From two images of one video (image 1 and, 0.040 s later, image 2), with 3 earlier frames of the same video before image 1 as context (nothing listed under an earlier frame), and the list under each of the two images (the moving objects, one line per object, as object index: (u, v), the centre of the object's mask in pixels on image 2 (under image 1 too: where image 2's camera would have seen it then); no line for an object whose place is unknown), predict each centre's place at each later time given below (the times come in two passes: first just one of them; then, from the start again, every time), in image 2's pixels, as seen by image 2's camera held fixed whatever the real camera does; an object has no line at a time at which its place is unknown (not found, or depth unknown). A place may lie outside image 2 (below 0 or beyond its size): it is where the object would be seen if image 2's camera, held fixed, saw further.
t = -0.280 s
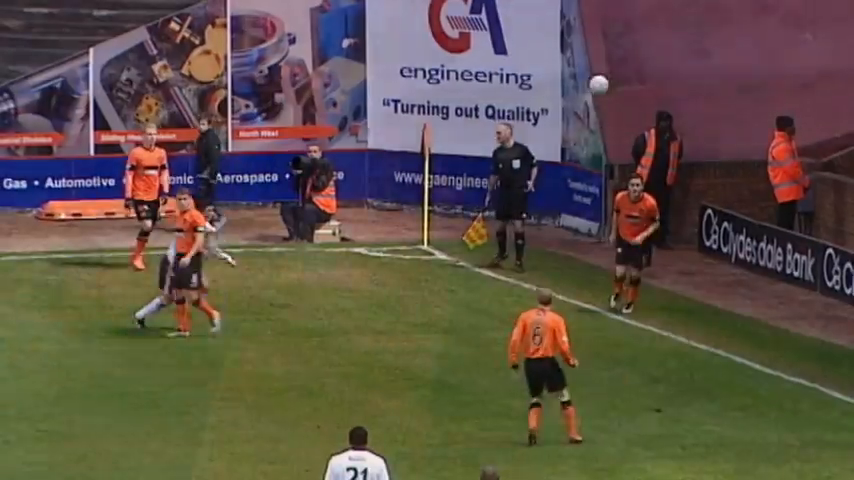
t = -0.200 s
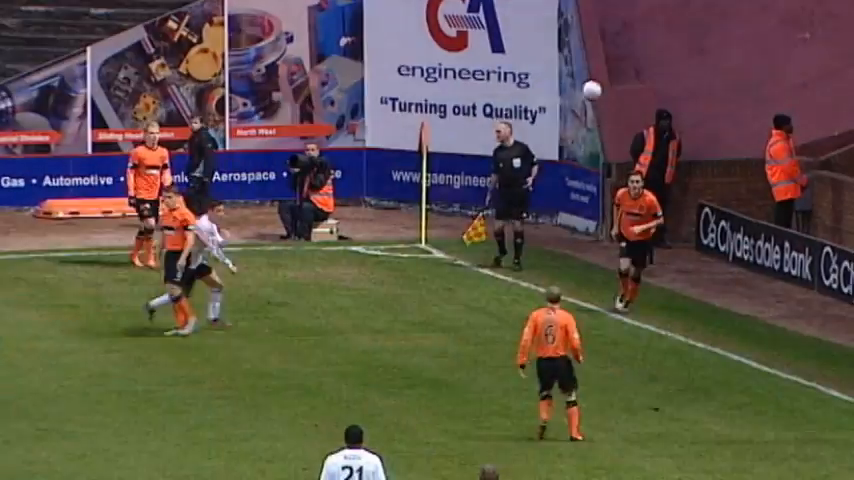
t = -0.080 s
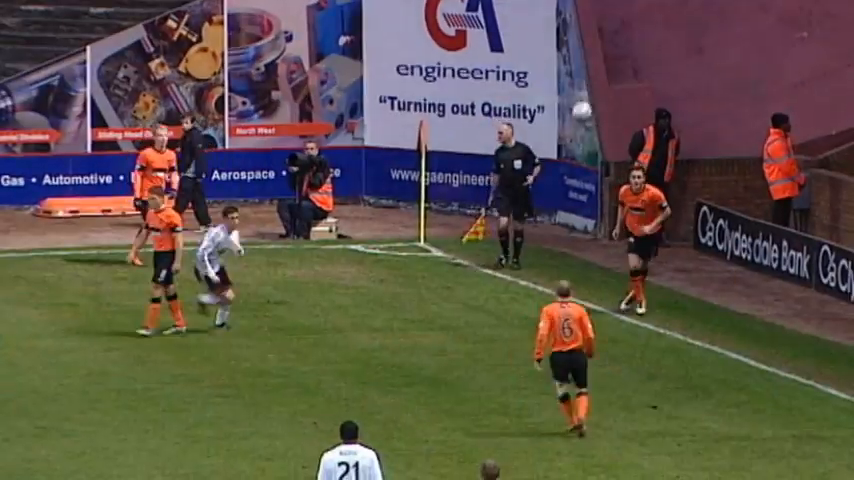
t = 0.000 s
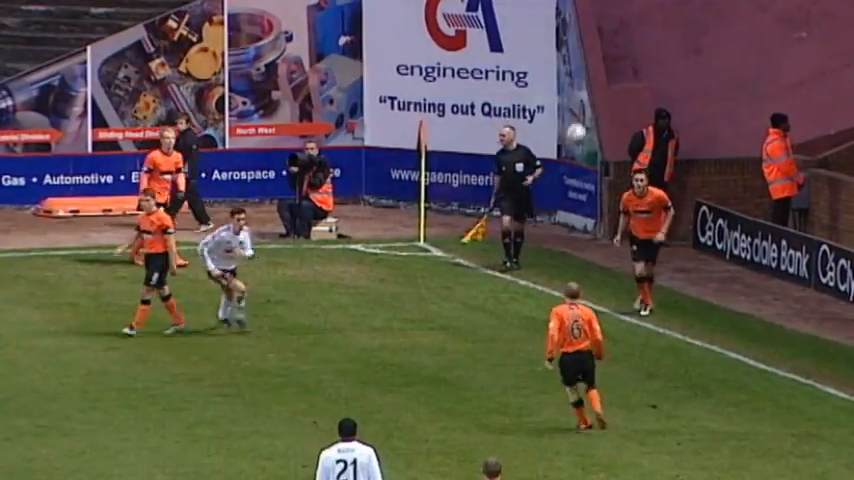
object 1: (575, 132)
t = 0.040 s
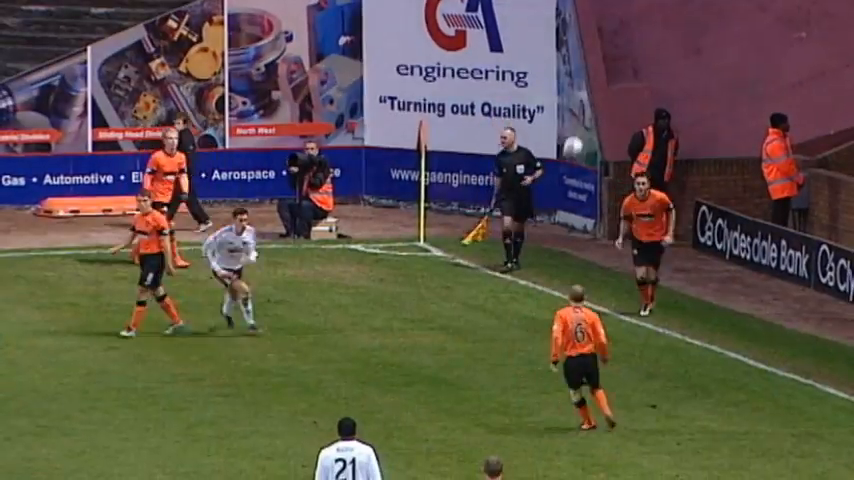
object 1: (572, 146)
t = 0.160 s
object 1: (566, 197)
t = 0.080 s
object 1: (570, 162)
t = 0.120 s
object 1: (568, 178)
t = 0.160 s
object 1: (566, 197)
